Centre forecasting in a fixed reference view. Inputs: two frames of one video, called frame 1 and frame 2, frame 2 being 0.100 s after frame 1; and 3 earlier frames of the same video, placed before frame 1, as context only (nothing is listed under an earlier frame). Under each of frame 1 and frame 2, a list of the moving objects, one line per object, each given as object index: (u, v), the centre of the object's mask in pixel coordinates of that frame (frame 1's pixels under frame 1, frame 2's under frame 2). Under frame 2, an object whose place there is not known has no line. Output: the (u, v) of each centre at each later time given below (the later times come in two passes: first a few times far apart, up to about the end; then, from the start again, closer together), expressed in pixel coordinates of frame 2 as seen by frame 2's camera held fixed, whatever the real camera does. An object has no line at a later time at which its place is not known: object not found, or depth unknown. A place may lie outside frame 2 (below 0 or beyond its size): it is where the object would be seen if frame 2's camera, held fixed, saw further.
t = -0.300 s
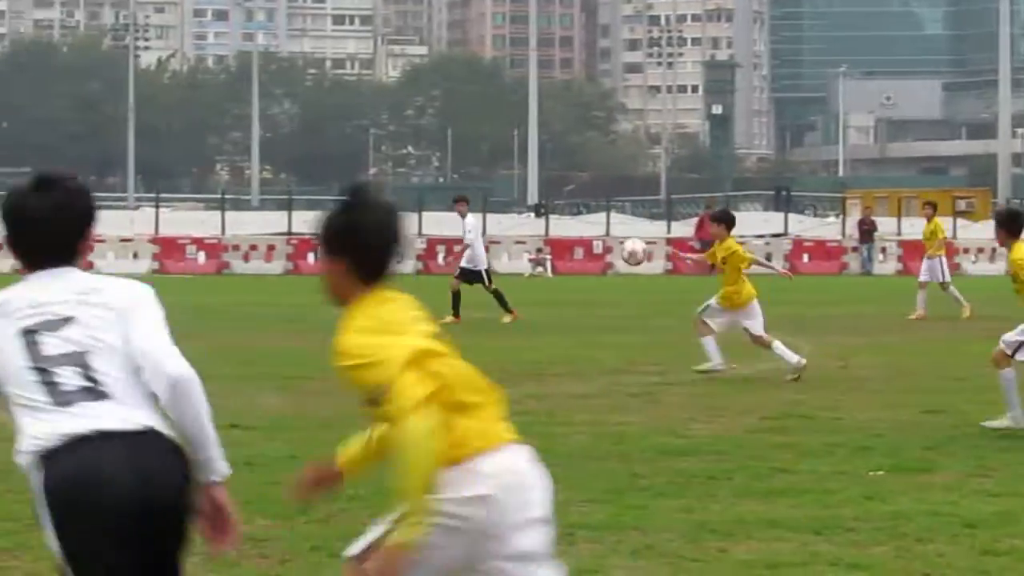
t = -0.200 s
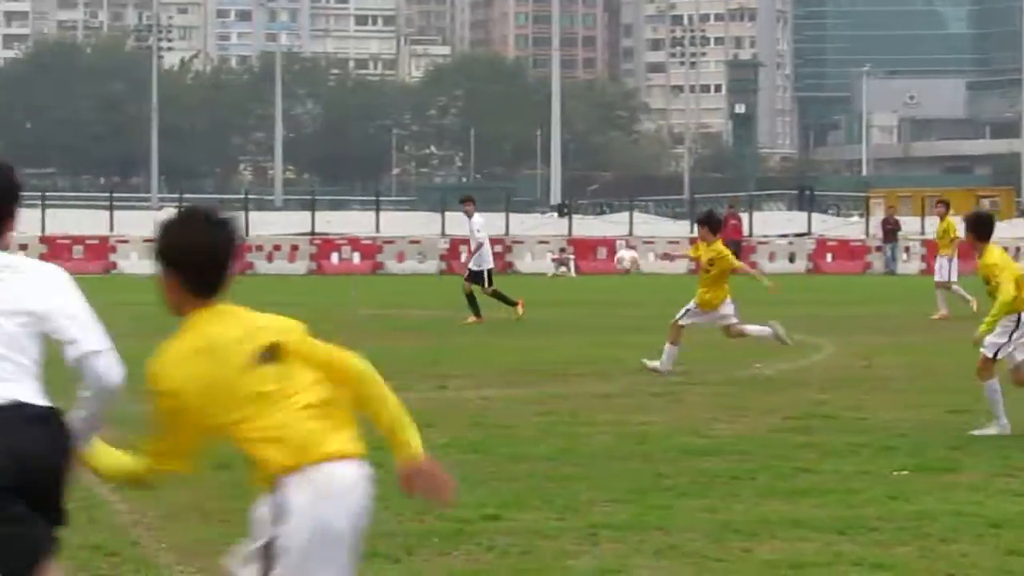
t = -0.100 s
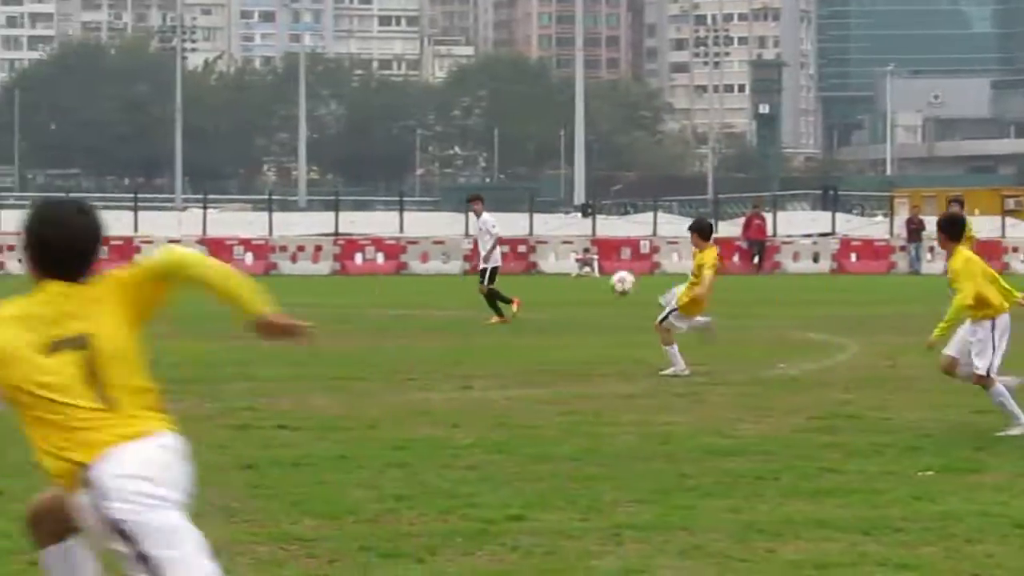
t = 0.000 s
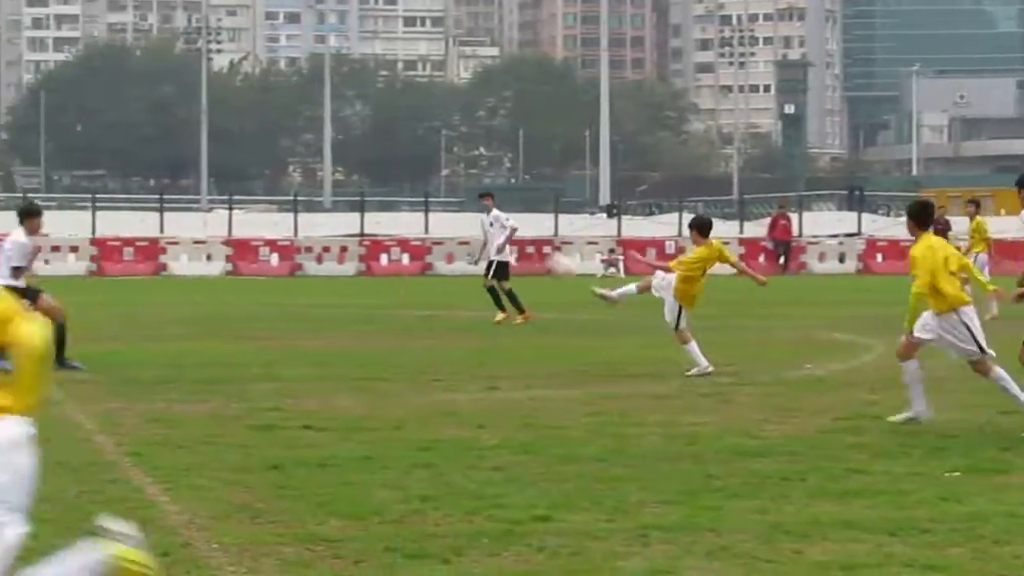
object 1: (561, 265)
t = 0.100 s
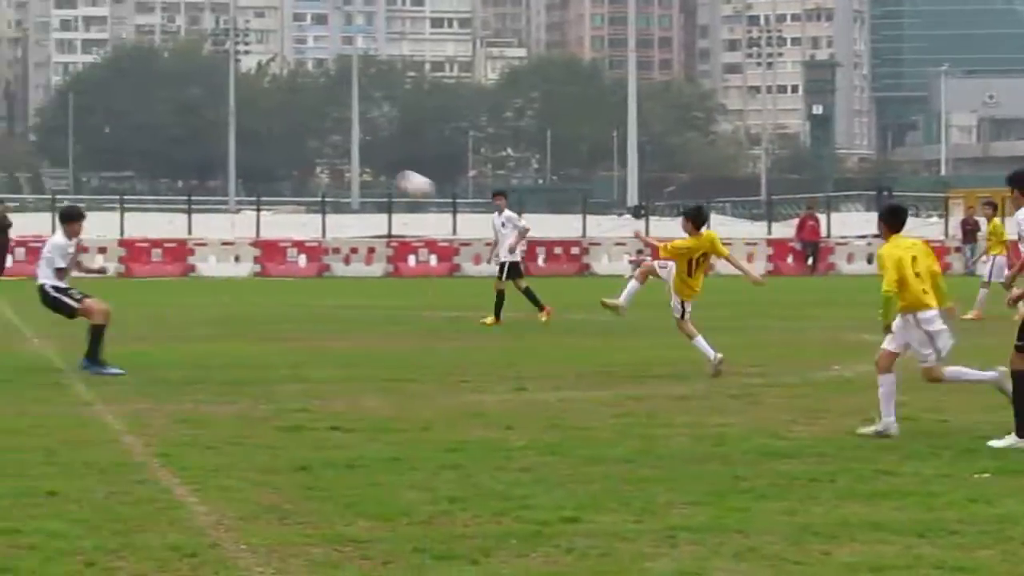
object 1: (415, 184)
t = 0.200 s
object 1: (233, 114)
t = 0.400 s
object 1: (-169, 9)
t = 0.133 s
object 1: (355, 162)
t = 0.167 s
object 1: (294, 136)
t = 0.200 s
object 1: (233, 114)
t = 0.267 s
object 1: (106, 73)
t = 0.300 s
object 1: (41, 55)
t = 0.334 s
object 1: (-26, 38)
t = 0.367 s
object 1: (-94, 21)
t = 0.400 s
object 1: (-169, 9)
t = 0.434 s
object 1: (-243, -5)
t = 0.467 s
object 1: (-324, -18)
